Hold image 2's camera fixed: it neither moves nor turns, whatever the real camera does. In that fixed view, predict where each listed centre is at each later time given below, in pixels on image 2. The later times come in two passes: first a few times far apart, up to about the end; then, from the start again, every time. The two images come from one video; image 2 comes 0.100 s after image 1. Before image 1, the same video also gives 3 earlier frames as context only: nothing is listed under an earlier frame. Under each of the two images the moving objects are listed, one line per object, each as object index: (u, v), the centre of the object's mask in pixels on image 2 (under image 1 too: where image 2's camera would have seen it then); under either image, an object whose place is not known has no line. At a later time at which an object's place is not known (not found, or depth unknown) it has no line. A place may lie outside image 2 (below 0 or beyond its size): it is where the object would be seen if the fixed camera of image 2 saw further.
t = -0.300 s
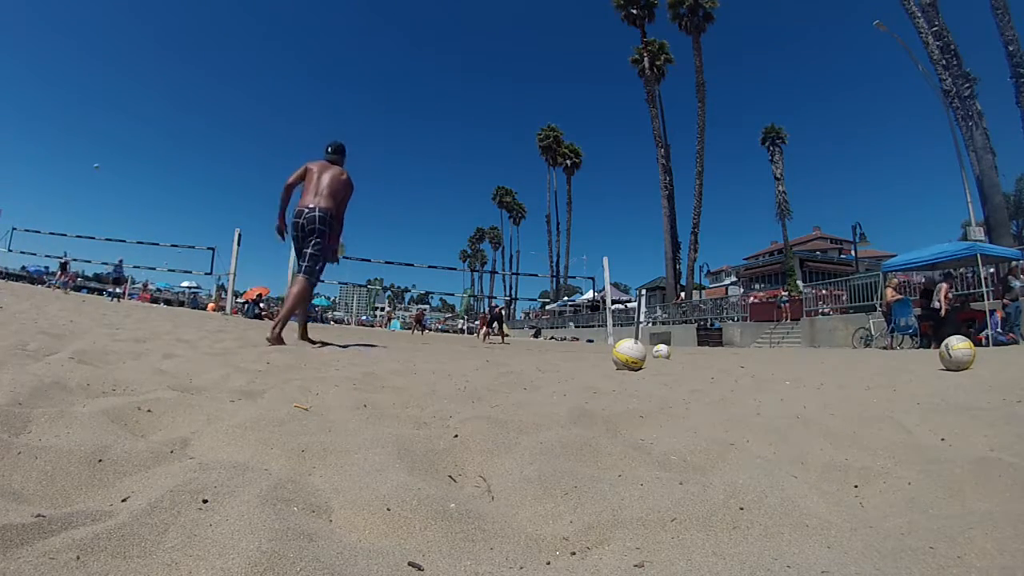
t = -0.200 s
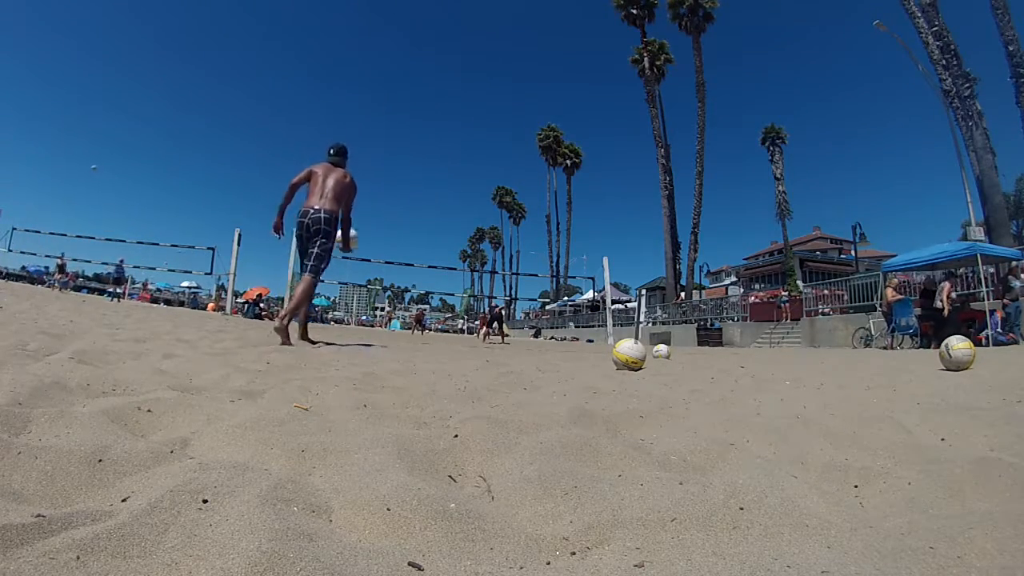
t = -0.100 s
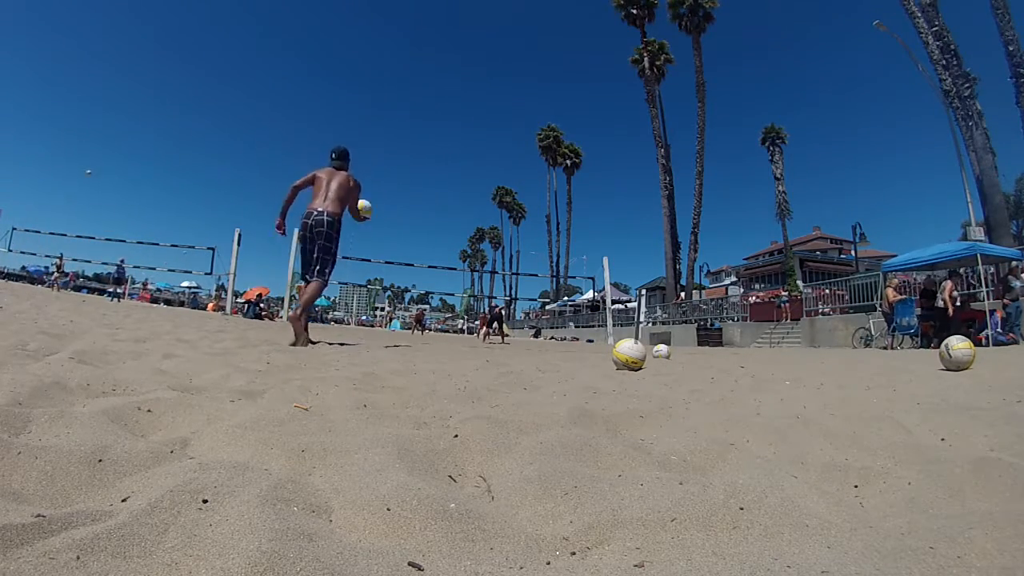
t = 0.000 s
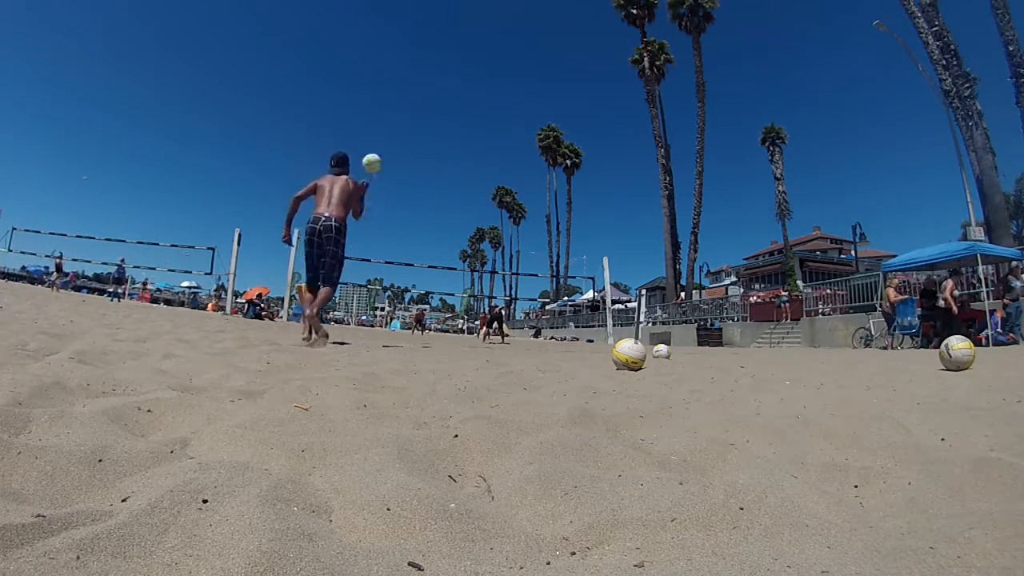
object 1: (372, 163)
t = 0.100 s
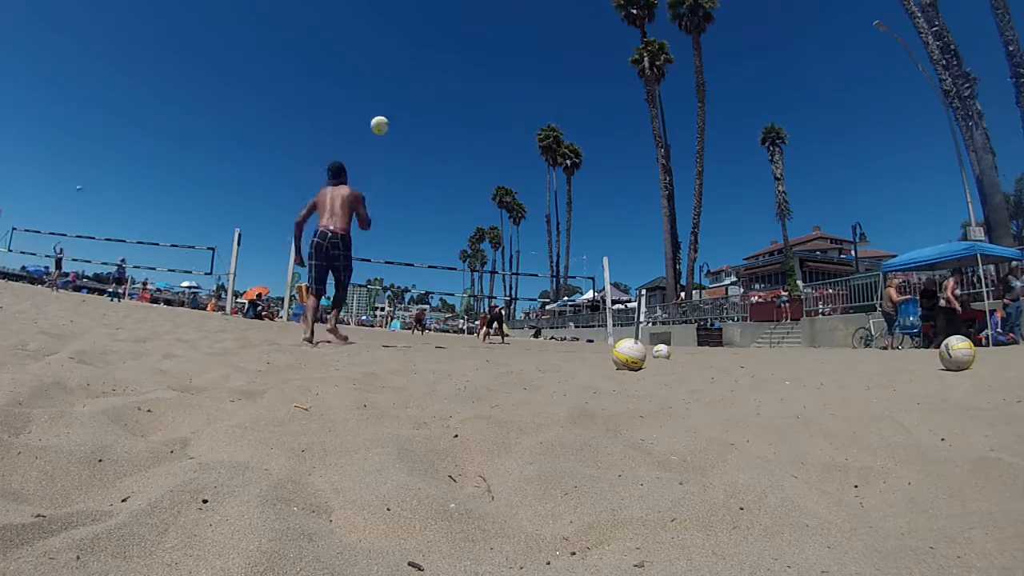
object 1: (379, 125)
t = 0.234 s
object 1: (388, 90)
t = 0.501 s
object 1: (399, 63)
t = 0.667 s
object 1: (402, 68)
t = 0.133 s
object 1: (381, 115)
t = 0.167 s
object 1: (384, 105)
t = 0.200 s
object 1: (386, 98)
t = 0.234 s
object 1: (388, 90)
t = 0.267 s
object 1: (390, 84)
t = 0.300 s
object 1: (391, 79)
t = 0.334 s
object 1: (393, 74)
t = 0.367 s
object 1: (394, 71)
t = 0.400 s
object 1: (396, 67)
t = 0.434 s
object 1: (397, 65)
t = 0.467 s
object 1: (398, 64)
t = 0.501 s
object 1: (399, 63)
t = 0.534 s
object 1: (400, 63)
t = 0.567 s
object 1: (401, 63)
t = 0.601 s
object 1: (401, 64)
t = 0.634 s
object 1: (402, 66)
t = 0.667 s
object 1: (402, 68)
